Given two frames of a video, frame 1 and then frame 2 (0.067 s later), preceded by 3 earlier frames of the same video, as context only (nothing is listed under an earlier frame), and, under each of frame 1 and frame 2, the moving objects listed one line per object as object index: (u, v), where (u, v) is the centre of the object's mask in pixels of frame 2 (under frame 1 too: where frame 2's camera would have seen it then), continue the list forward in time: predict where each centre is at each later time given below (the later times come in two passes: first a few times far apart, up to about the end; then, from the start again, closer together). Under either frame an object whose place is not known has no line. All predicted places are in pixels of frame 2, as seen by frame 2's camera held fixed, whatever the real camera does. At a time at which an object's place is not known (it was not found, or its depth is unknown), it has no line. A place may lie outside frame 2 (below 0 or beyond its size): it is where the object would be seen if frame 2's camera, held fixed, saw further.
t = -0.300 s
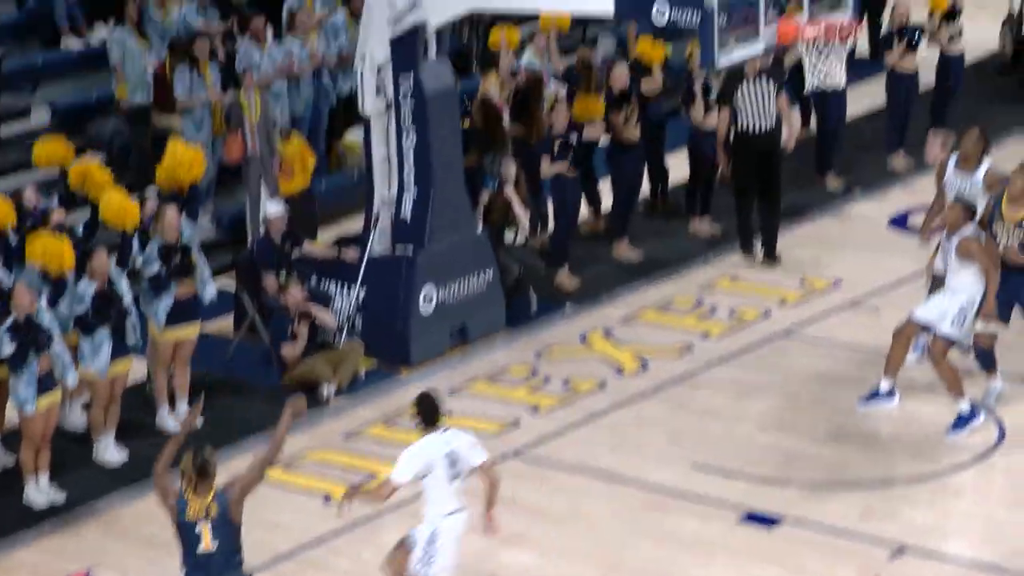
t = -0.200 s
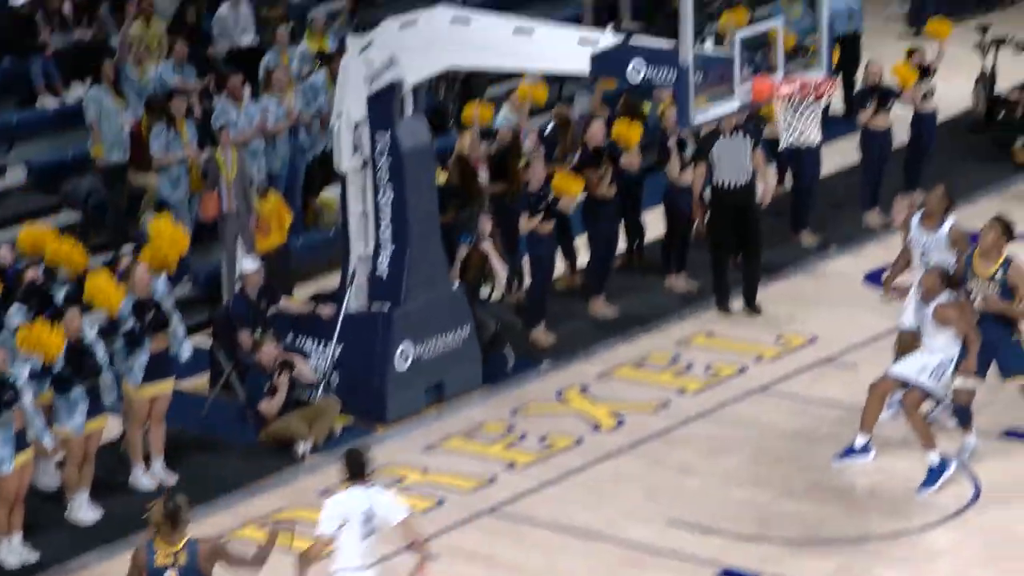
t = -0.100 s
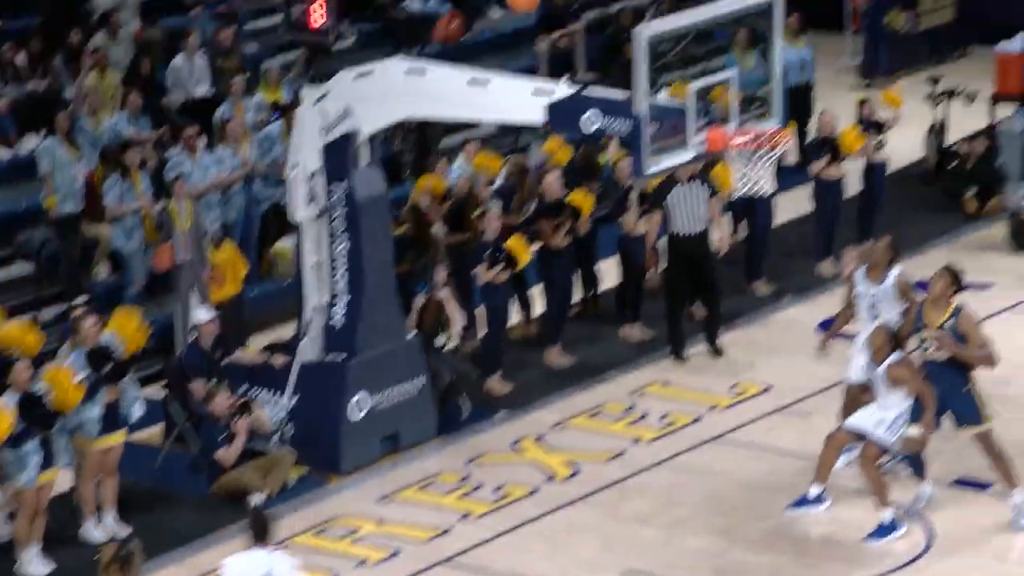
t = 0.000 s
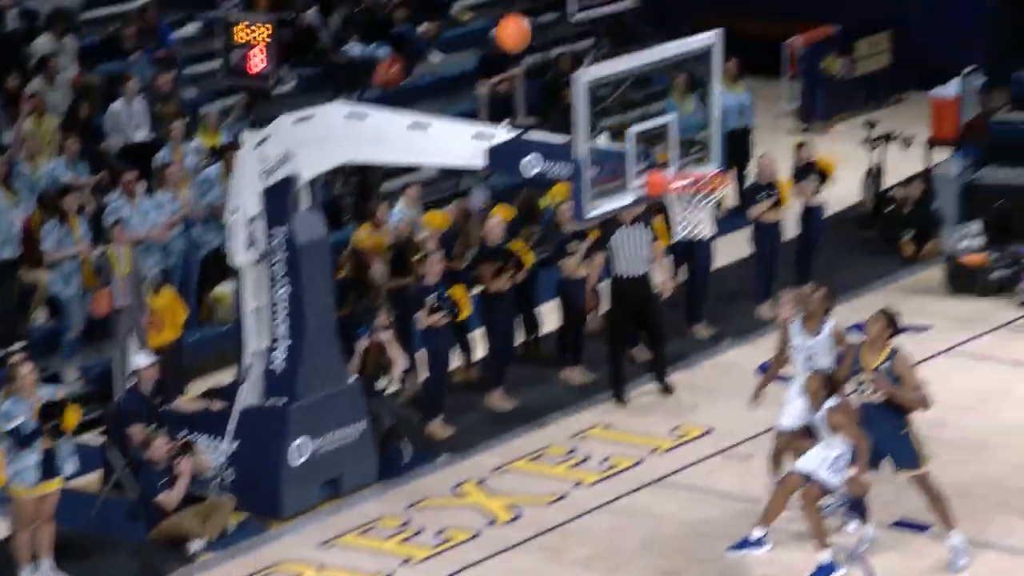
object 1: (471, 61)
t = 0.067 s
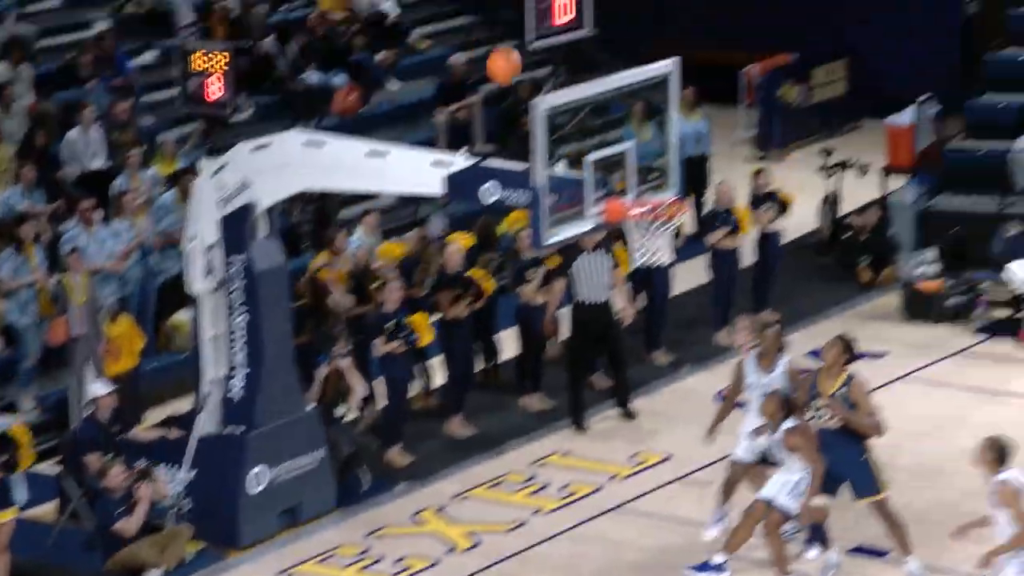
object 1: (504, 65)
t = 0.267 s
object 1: (595, 116)
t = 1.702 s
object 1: (650, 257)
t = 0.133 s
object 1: (535, 77)
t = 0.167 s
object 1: (550, 82)
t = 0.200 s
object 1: (565, 92)
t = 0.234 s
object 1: (580, 105)
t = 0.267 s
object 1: (595, 116)
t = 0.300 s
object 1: (610, 128)
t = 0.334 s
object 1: (623, 141)
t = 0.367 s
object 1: (638, 157)
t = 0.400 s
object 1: (651, 173)
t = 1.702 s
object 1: (650, 257)
